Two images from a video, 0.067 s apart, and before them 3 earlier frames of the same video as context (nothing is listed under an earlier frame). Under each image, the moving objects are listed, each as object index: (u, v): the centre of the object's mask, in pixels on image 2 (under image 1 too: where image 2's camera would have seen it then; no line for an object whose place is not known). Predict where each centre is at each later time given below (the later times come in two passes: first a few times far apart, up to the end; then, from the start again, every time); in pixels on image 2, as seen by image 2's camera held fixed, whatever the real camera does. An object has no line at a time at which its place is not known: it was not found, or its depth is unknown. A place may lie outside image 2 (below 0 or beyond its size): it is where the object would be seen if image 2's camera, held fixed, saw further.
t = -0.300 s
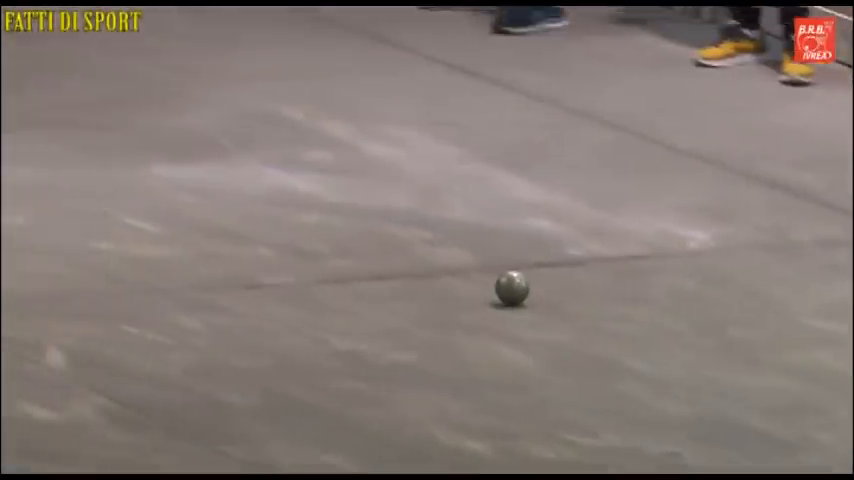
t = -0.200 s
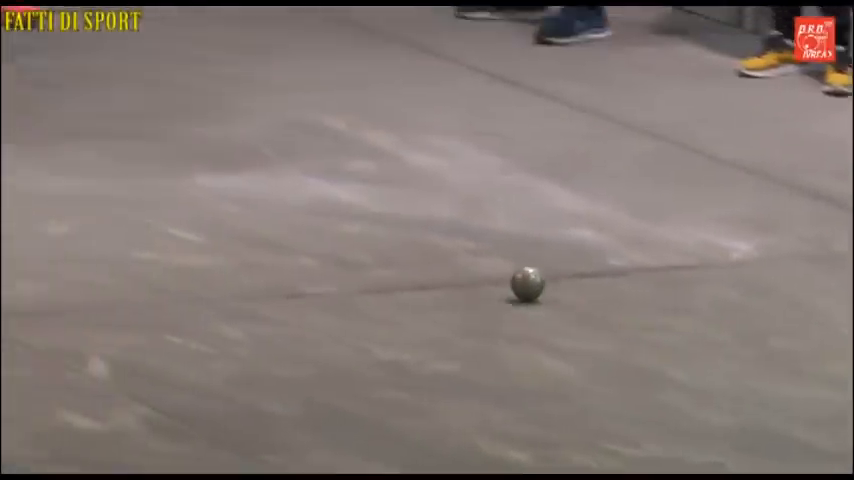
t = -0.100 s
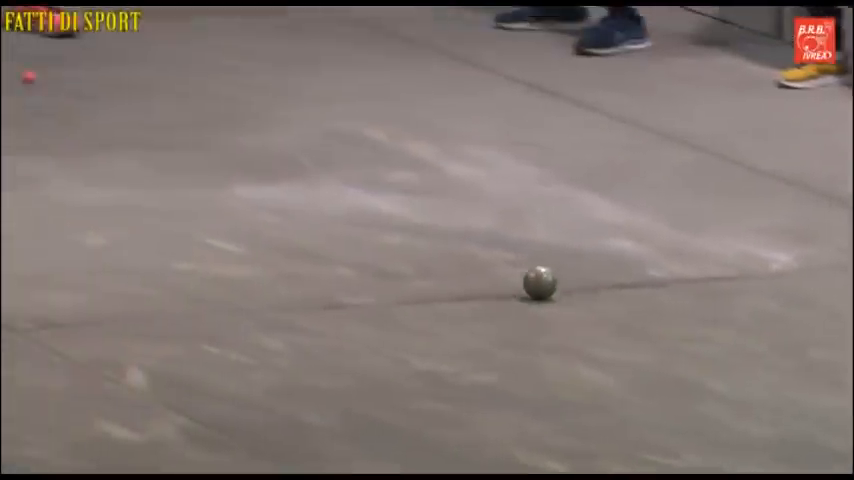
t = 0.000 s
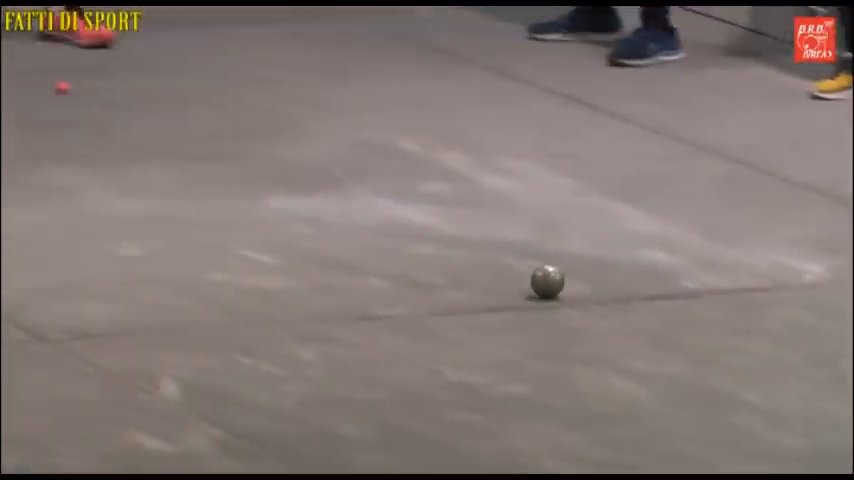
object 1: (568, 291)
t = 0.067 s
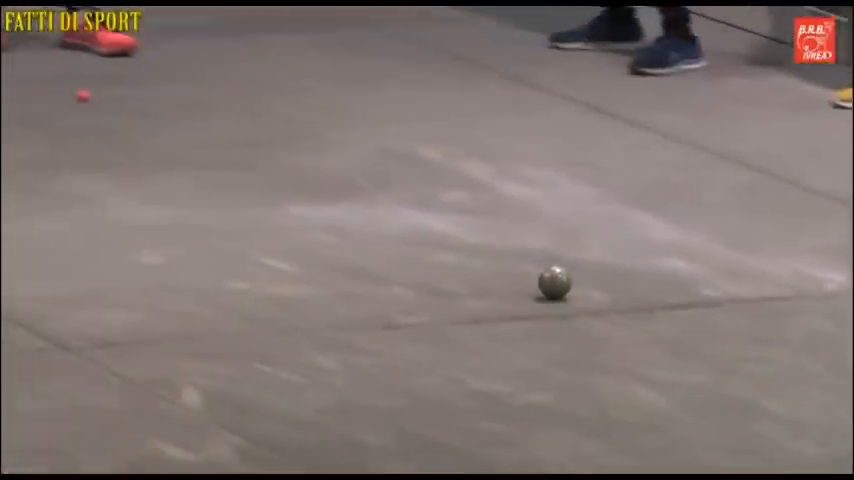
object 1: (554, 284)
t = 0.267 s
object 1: (511, 261)
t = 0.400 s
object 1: (481, 246)
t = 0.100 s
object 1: (545, 279)
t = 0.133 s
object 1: (536, 274)
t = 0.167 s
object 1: (531, 272)
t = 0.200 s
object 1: (523, 267)
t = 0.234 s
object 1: (514, 263)
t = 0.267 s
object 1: (511, 261)
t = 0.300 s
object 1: (501, 256)
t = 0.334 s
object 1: (493, 252)
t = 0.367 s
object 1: (489, 250)
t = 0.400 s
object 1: (481, 246)
